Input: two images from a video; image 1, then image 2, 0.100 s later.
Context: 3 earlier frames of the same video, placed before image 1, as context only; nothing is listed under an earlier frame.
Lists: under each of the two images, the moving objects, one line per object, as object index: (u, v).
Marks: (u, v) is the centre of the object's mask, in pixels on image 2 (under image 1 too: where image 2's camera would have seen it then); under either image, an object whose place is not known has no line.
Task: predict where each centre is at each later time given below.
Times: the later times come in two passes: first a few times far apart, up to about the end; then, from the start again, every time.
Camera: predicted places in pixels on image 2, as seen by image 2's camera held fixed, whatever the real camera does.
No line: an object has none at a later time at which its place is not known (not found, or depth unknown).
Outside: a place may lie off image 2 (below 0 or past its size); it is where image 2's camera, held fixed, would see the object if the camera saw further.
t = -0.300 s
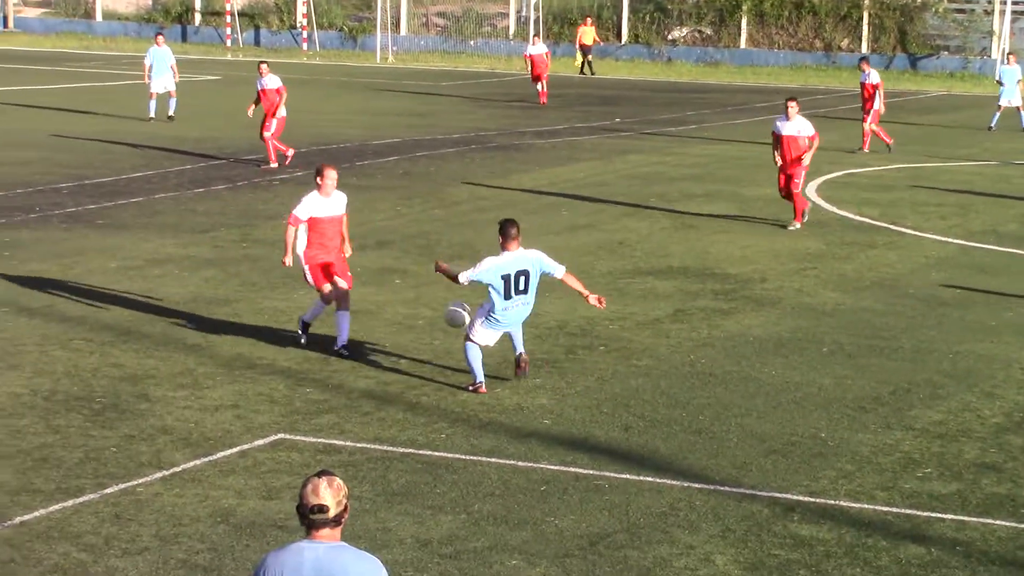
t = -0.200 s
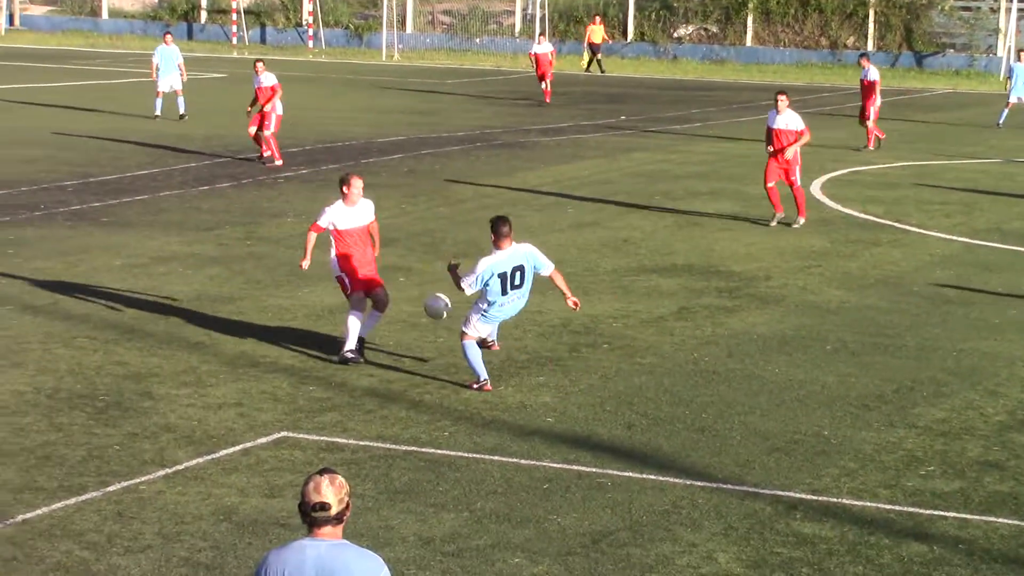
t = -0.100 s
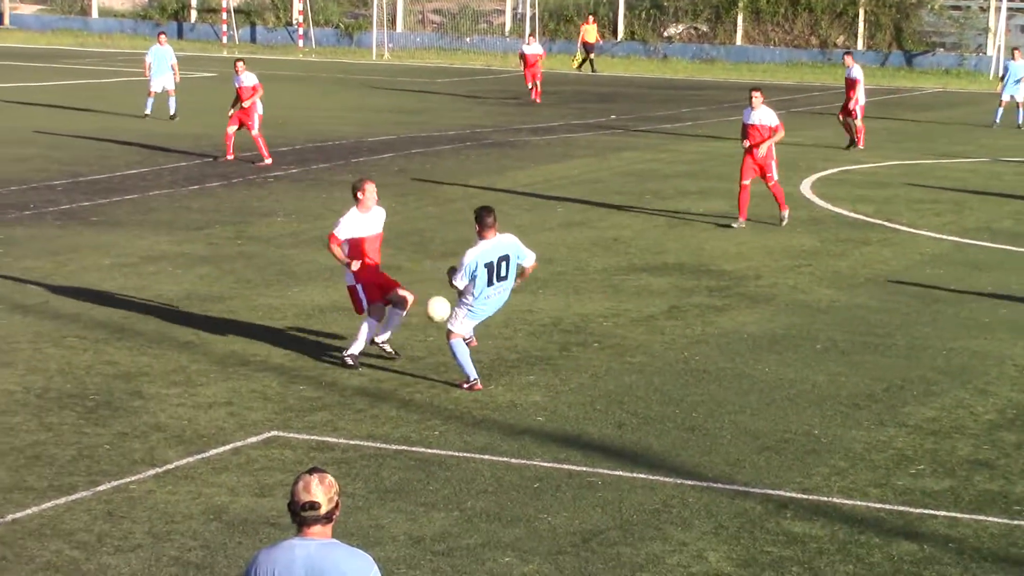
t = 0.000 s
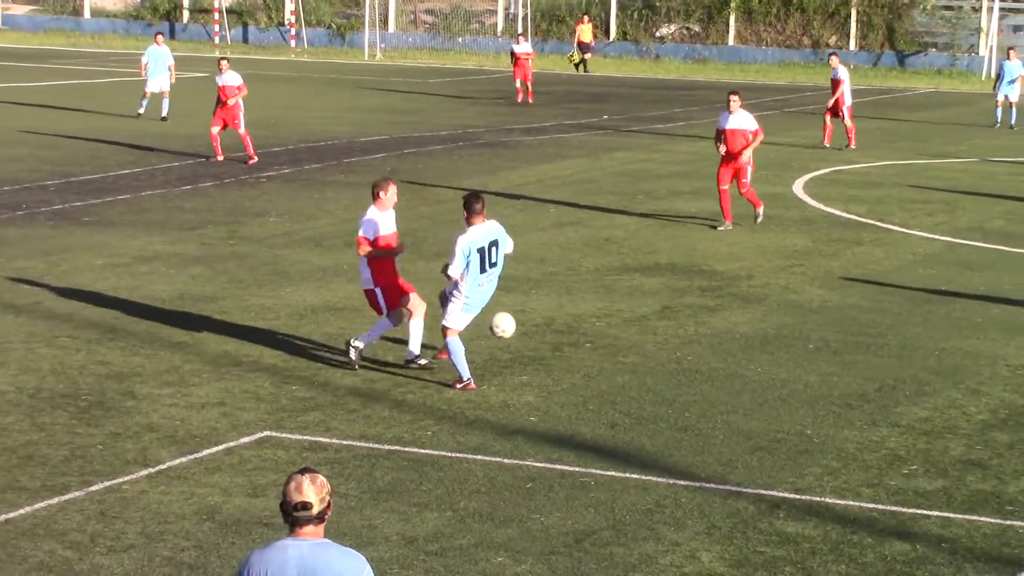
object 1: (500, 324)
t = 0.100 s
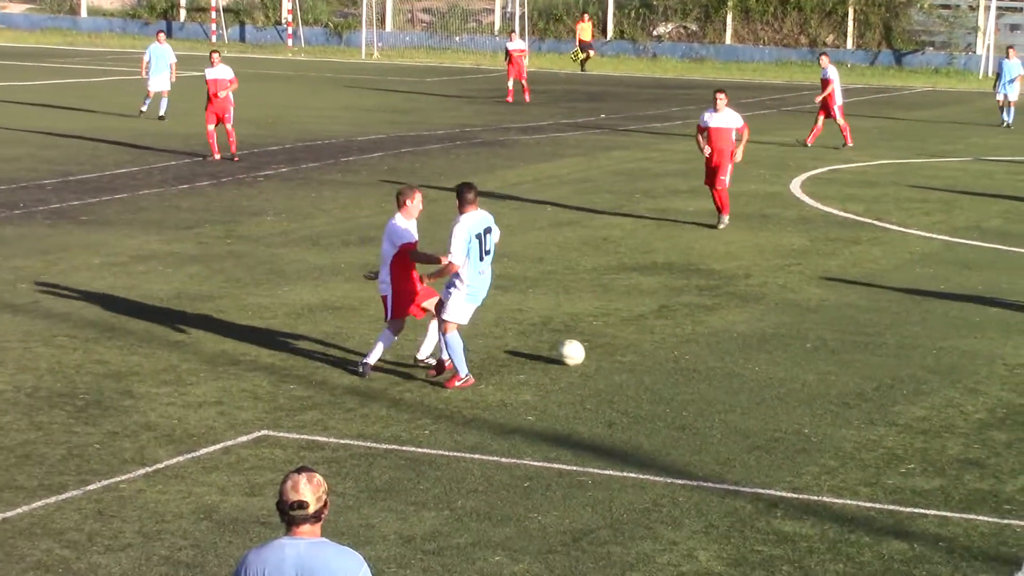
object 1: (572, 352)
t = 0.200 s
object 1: (626, 338)
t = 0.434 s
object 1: (745, 342)
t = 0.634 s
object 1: (846, 347)
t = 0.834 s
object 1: (947, 361)
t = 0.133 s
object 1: (589, 348)
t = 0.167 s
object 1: (608, 342)
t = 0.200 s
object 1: (626, 338)
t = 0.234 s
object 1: (642, 335)
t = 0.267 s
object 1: (659, 332)
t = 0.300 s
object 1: (678, 332)
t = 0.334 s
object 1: (693, 333)
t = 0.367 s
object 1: (710, 335)
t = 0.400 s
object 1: (727, 338)
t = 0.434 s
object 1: (745, 342)
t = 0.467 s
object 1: (760, 348)
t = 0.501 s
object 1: (777, 355)
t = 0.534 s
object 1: (795, 358)
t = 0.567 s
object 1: (812, 354)
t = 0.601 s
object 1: (828, 350)
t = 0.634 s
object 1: (846, 347)
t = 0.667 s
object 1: (864, 346)
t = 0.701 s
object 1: (880, 347)
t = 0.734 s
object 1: (897, 348)
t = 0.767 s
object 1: (913, 351)
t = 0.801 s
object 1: (931, 355)
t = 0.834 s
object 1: (947, 361)
